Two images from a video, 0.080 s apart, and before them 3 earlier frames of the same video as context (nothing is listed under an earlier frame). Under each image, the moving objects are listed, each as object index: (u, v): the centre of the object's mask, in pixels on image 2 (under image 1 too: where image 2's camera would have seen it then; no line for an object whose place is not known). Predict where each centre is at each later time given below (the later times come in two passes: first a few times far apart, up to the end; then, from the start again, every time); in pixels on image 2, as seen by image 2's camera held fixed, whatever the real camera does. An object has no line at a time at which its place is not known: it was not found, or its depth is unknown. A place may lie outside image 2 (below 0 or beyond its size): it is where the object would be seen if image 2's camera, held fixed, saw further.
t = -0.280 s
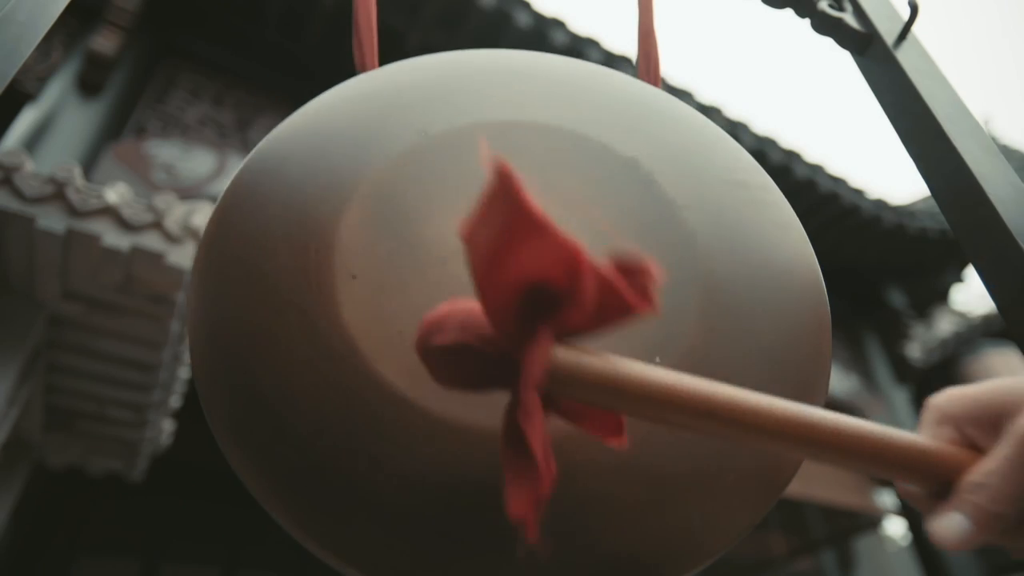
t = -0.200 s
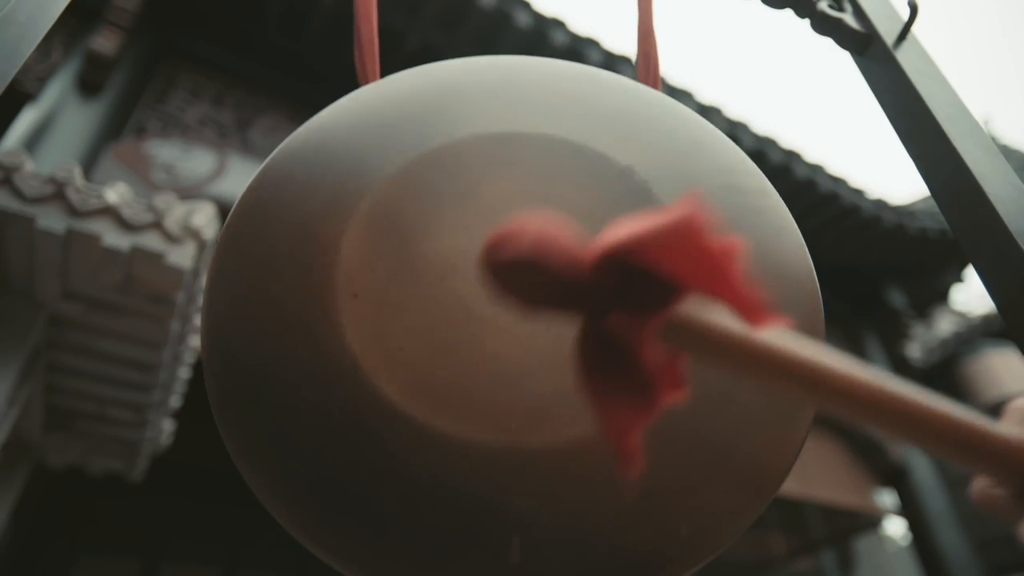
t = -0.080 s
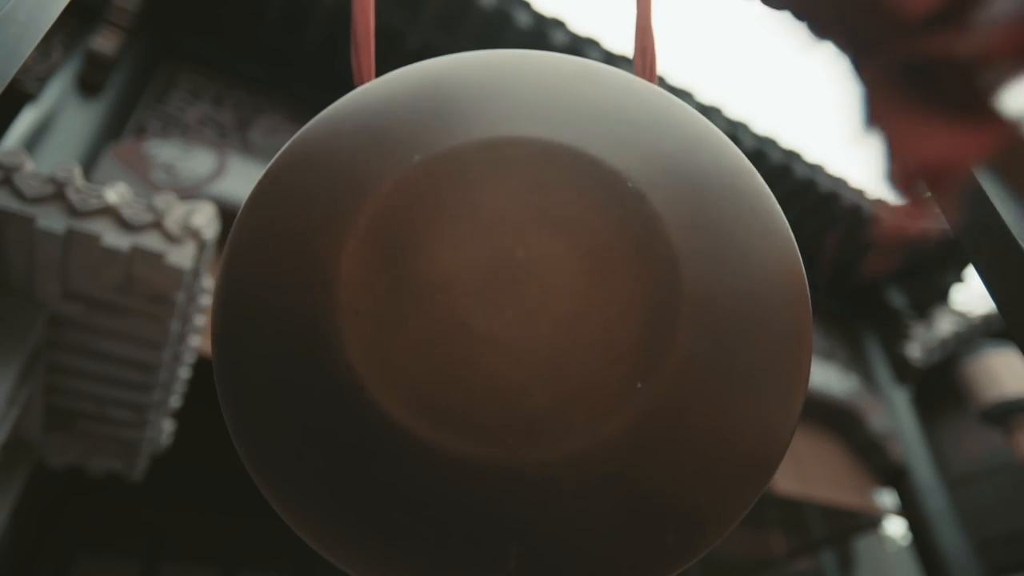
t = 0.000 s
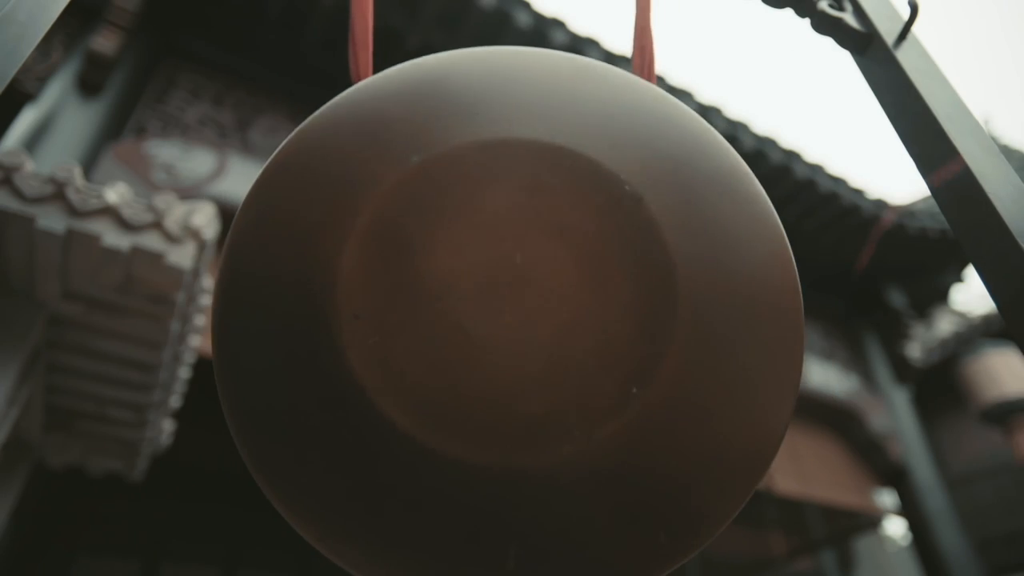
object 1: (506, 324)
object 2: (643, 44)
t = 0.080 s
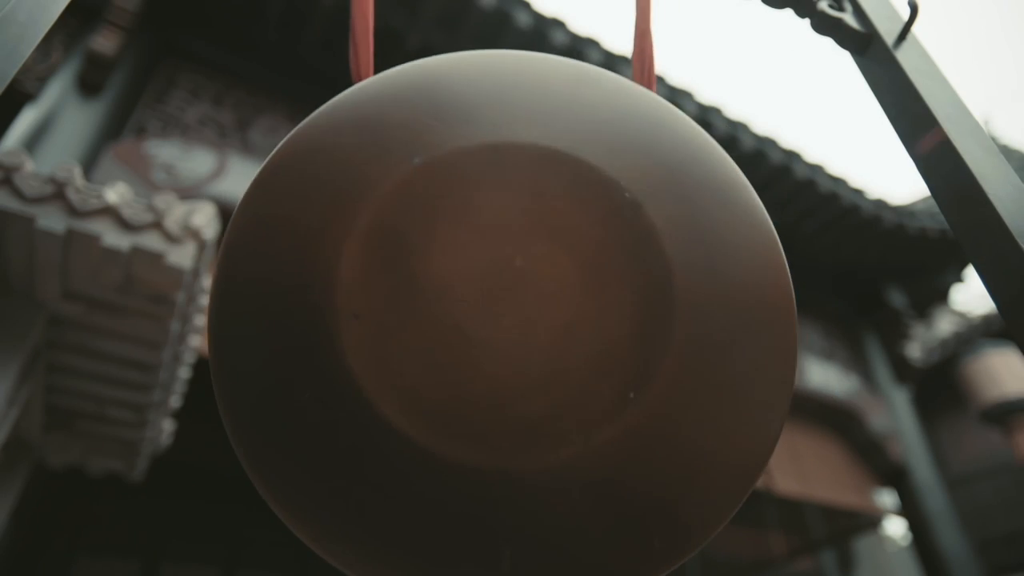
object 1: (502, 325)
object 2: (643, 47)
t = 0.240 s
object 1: (489, 331)
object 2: (642, 60)
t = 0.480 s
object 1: (477, 312)
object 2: (644, 50)
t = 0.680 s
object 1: (487, 300)
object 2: (645, 36)
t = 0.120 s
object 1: (499, 327)
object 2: (643, 51)
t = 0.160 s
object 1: (495, 330)
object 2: (643, 55)
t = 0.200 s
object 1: (492, 332)
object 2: (642, 58)
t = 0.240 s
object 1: (489, 331)
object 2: (642, 60)
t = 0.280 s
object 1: (486, 330)
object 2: (641, 61)
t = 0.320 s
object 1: (484, 329)
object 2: (641, 61)
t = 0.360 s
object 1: (481, 325)
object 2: (641, 59)
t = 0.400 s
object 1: (479, 321)
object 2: (642, 57)
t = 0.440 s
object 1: (478, 317)
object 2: (643, 53)
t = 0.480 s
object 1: (477, 312)
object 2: (644, 50)
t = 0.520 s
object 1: (478, 307)
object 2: (645, 46)
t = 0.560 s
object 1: (479, 304)
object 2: (646, 42)
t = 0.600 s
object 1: (481, 302)
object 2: (646, 39)
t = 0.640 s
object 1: (483, 301)
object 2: (645, 37)
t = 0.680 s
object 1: (487, 300)
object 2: (645, 36)
